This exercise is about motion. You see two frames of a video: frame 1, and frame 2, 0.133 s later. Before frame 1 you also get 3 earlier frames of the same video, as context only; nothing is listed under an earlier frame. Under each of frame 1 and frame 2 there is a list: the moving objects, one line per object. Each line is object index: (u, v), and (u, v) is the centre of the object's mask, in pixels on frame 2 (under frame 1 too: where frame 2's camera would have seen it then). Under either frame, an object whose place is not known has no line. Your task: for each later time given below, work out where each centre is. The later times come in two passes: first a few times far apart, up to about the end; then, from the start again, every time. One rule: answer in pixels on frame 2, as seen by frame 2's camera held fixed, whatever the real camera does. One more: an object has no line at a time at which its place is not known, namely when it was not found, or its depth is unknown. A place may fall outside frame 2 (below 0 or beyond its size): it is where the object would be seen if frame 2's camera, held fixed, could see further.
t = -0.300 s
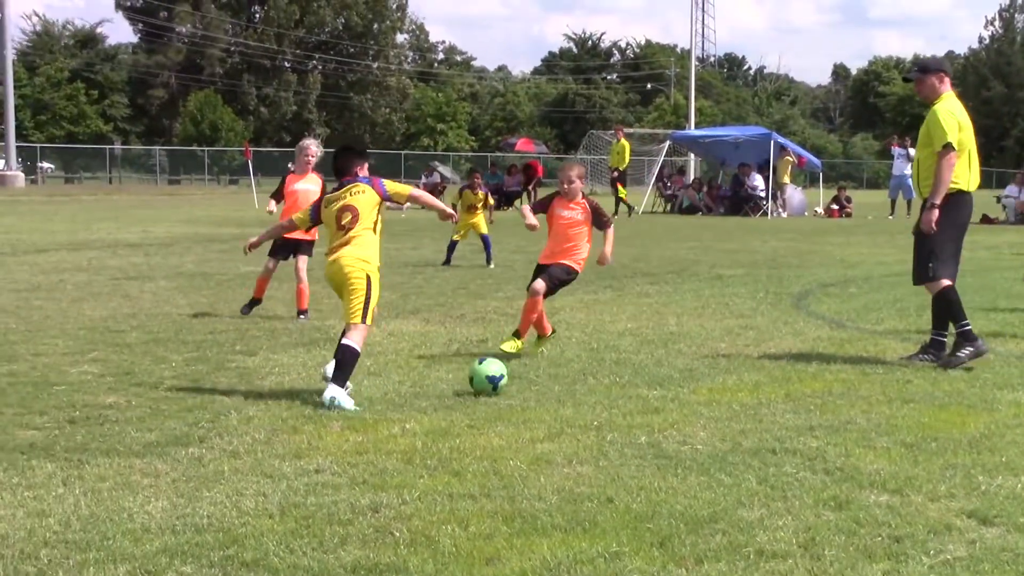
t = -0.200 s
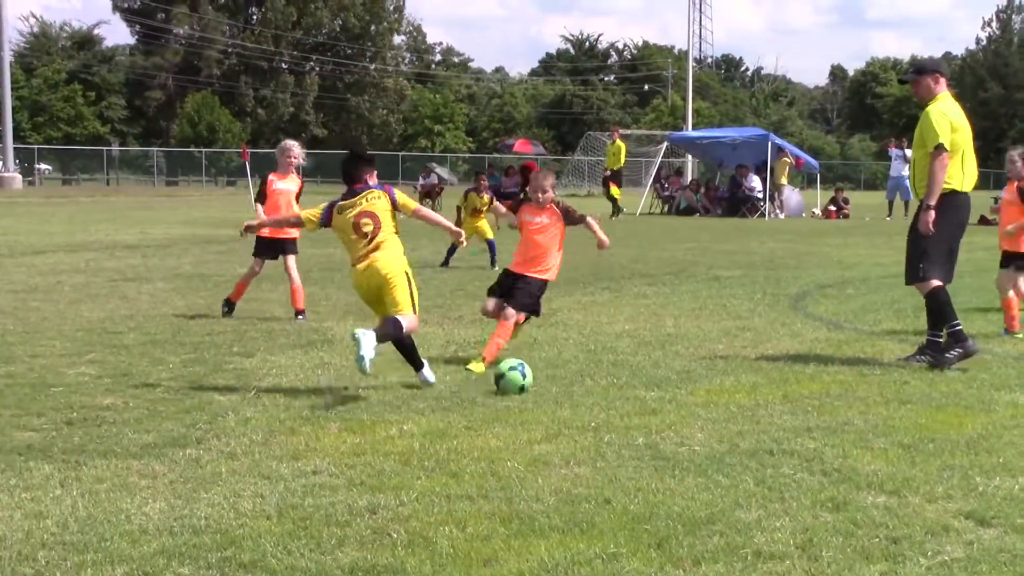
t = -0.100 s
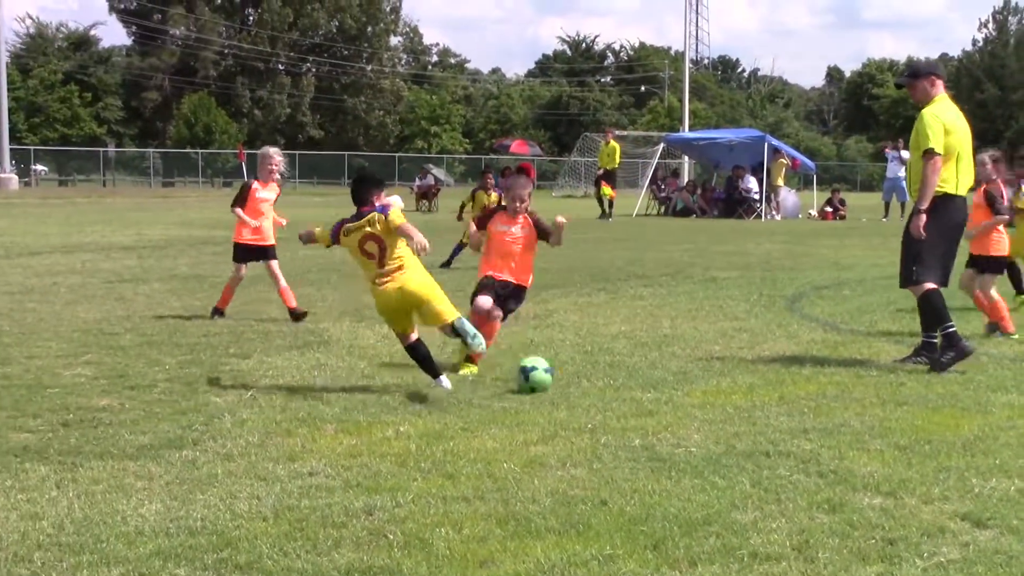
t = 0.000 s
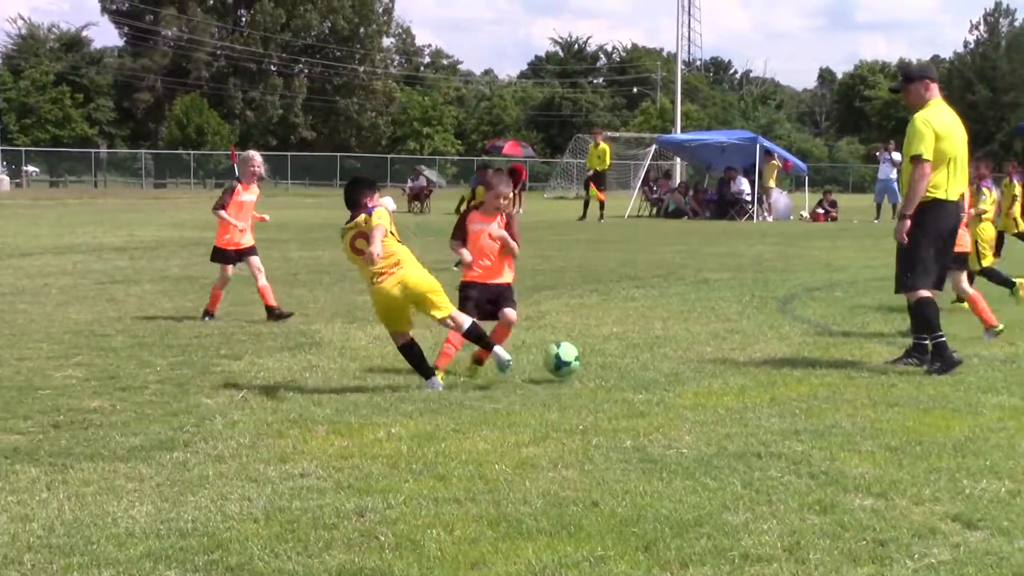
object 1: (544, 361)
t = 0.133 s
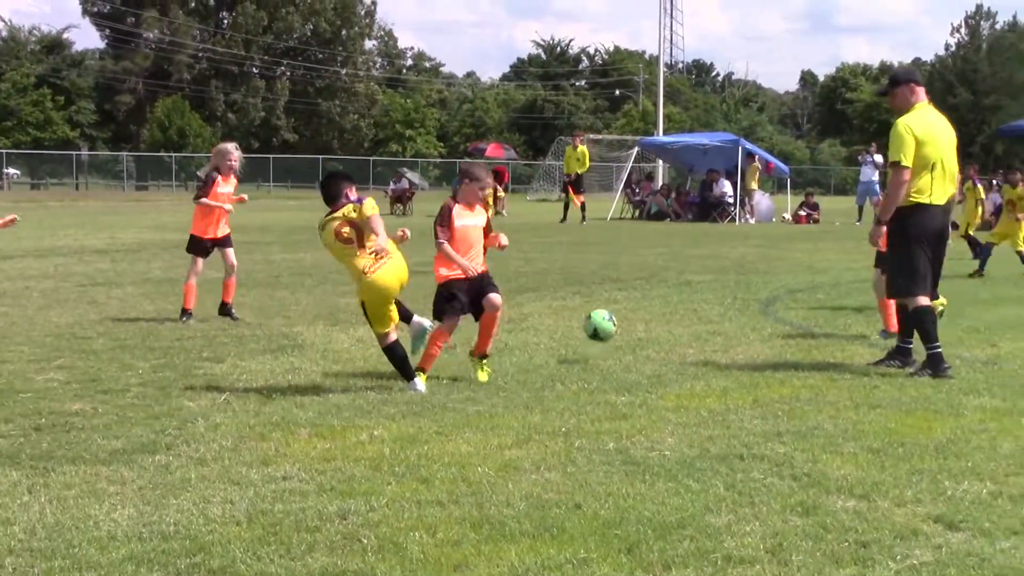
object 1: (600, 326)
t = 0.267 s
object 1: (646, 321)
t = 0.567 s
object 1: (719, 310)
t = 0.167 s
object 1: (612, 322)
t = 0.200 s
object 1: (624, 320)
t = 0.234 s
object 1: (635, 320)
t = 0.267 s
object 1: (646, 321)
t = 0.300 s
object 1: (656, 324)
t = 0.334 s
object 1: (666, 327)
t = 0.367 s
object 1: (675, 324)
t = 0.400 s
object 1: (683, 319)
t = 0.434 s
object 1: (691, 315)
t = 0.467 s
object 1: (699, 312)
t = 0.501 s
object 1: (705, 312)
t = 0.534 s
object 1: (712, 312)
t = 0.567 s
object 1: (719, 310)
